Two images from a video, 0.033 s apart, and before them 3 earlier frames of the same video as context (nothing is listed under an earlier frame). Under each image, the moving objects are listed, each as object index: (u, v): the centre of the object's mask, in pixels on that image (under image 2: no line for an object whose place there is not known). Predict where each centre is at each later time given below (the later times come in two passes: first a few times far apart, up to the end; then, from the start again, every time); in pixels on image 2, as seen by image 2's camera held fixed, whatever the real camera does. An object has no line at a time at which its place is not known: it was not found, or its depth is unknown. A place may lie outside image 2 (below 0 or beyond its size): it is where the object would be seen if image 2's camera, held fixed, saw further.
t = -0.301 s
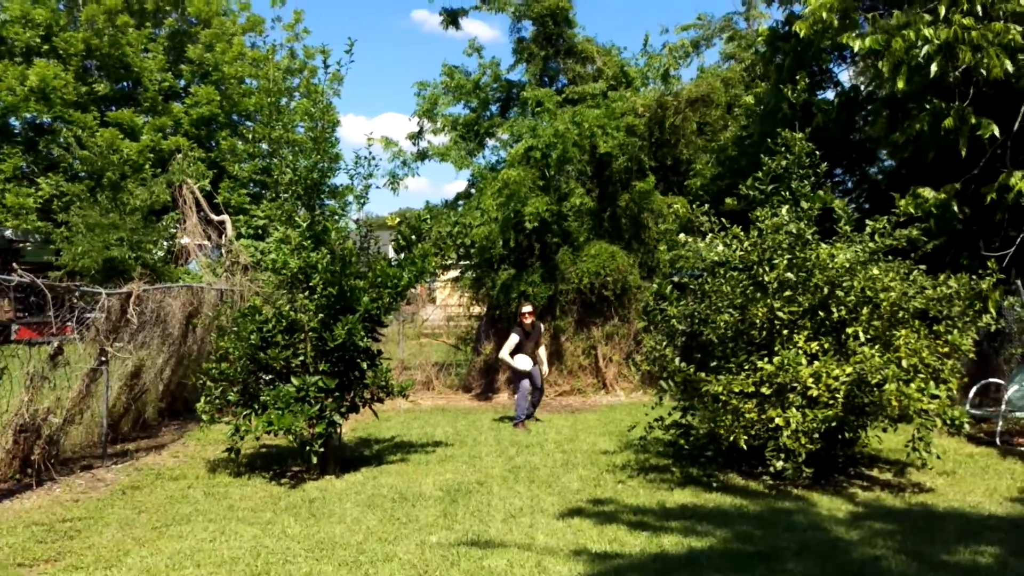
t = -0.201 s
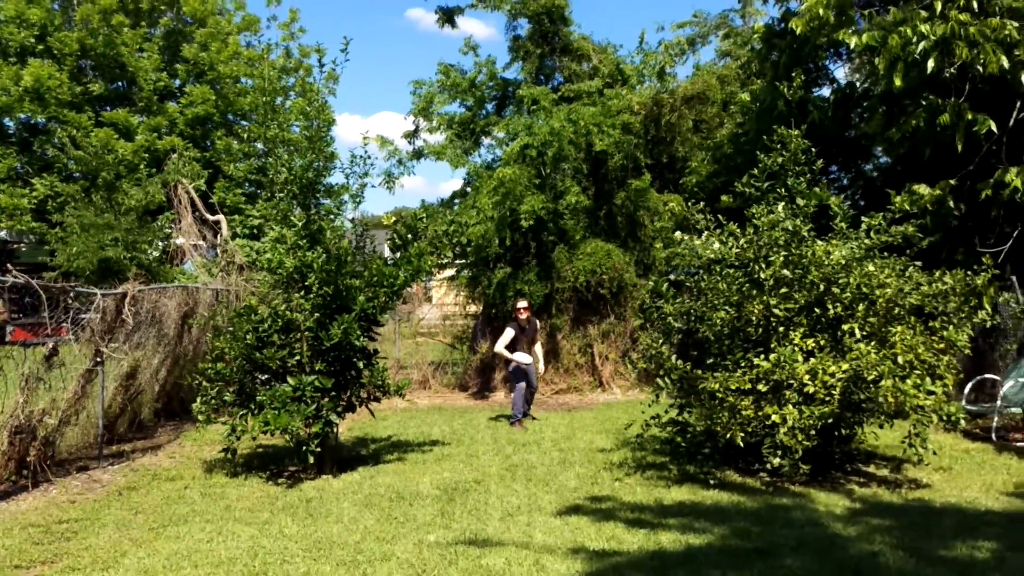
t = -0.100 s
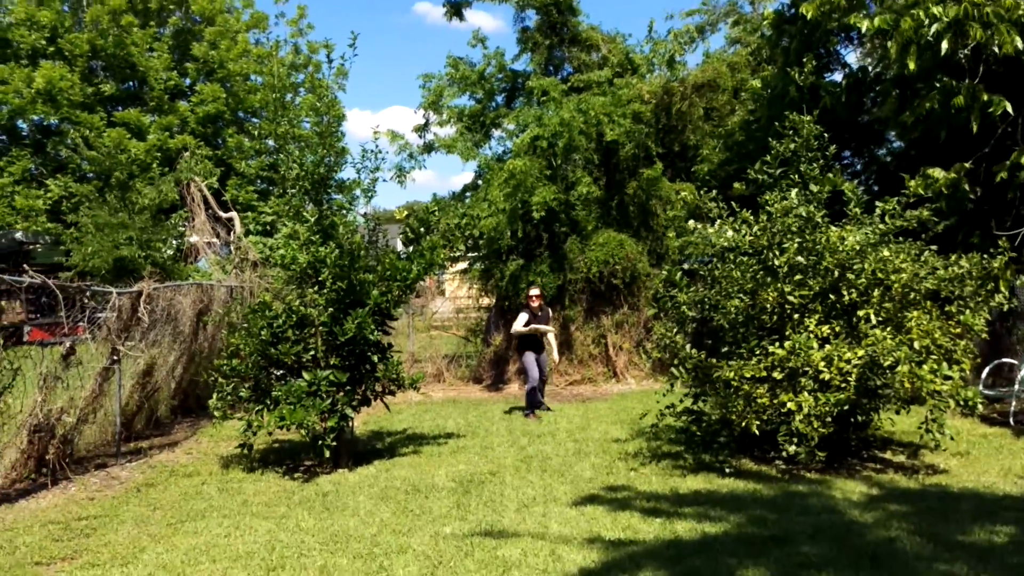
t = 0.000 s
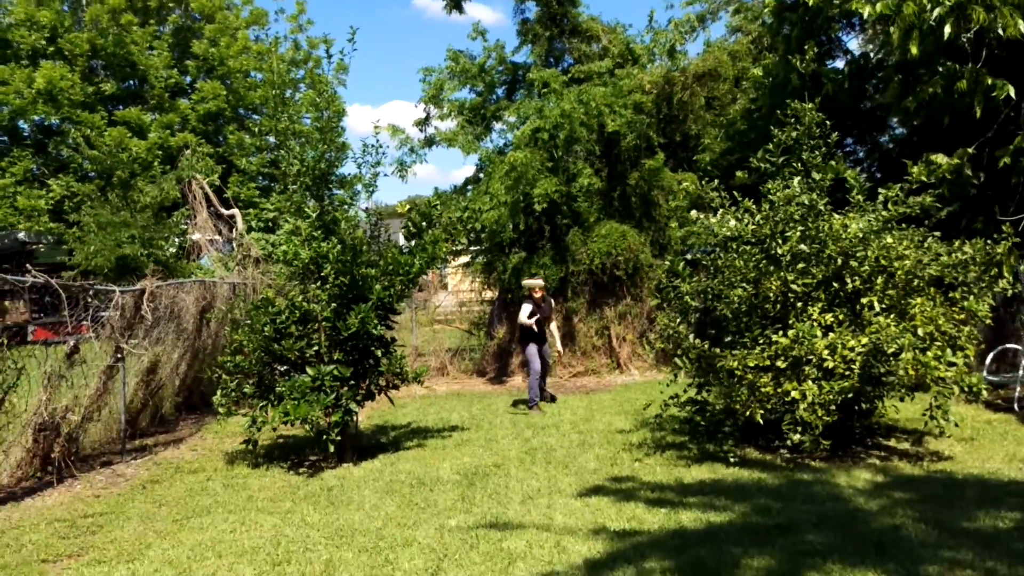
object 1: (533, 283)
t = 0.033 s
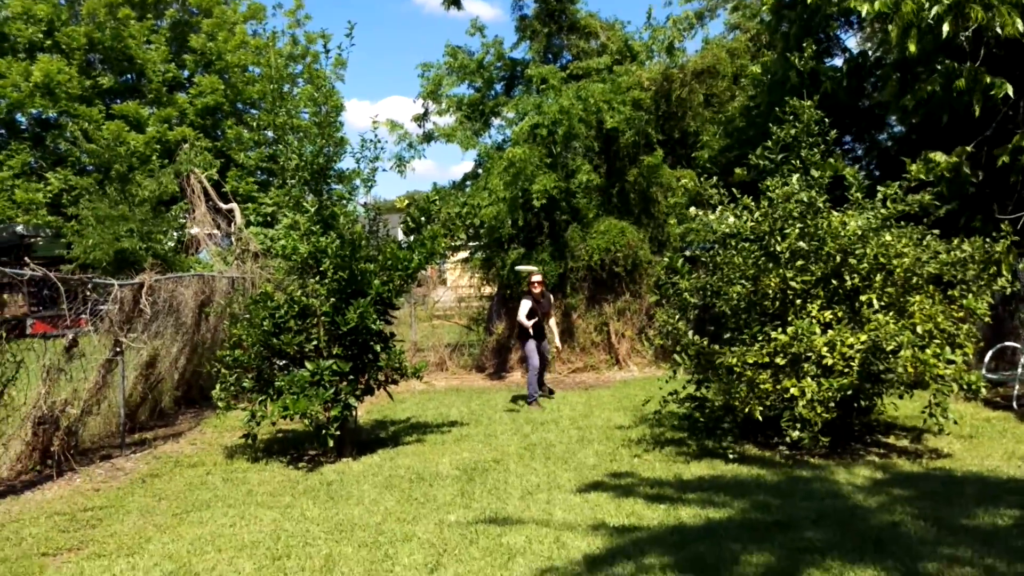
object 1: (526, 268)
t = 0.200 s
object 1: (495, 229)
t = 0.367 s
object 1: (454, 211)
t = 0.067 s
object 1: (521, 259)
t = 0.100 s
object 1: (515, 251)
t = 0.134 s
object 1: (509, 243)
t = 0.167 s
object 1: (502, 235)
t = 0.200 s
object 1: (495, 229)
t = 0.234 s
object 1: (489, 223)
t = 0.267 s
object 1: (481, 219)
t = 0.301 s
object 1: (471, 214)
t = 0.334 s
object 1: (463, 211)
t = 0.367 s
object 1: (454, 211)
